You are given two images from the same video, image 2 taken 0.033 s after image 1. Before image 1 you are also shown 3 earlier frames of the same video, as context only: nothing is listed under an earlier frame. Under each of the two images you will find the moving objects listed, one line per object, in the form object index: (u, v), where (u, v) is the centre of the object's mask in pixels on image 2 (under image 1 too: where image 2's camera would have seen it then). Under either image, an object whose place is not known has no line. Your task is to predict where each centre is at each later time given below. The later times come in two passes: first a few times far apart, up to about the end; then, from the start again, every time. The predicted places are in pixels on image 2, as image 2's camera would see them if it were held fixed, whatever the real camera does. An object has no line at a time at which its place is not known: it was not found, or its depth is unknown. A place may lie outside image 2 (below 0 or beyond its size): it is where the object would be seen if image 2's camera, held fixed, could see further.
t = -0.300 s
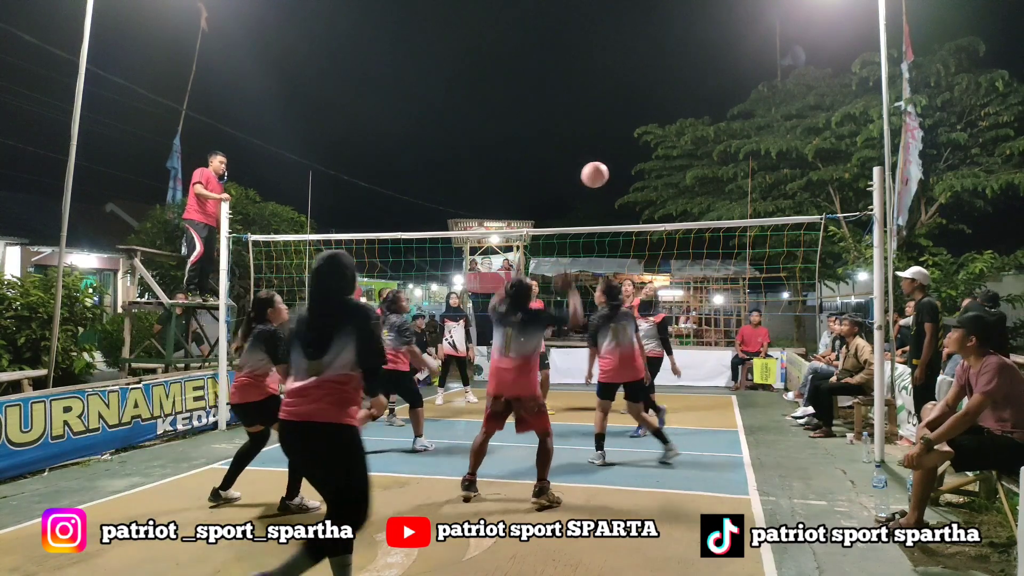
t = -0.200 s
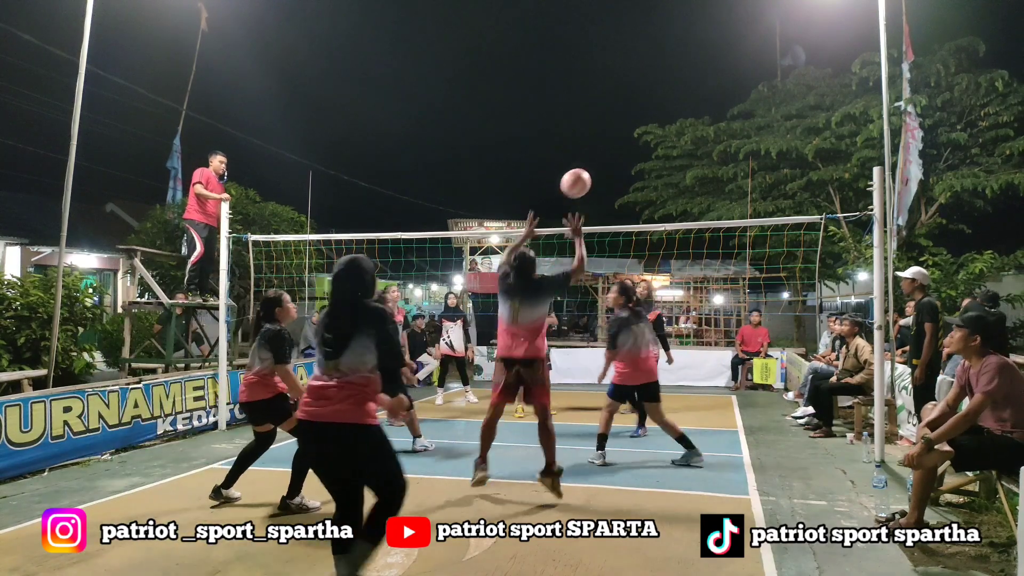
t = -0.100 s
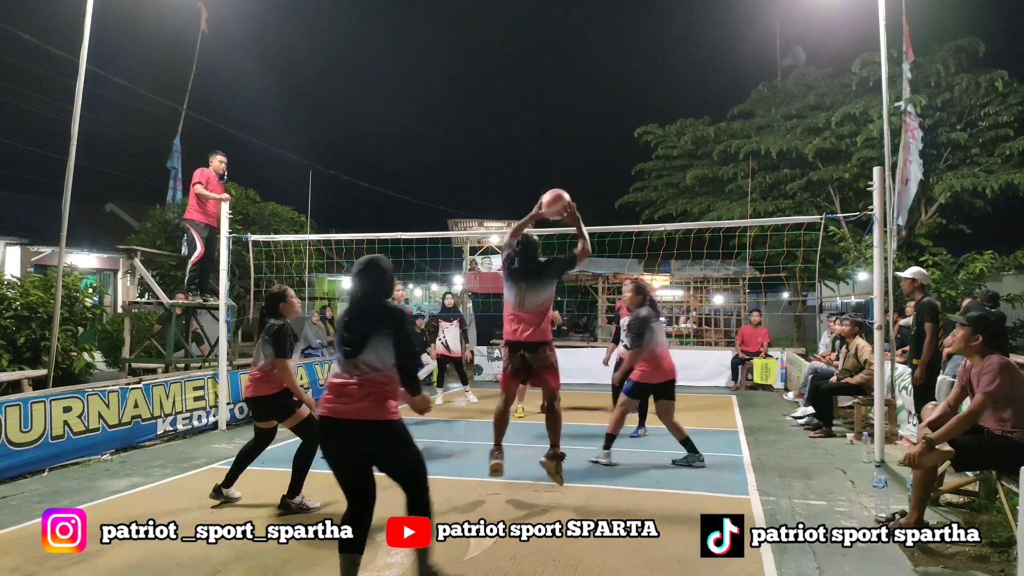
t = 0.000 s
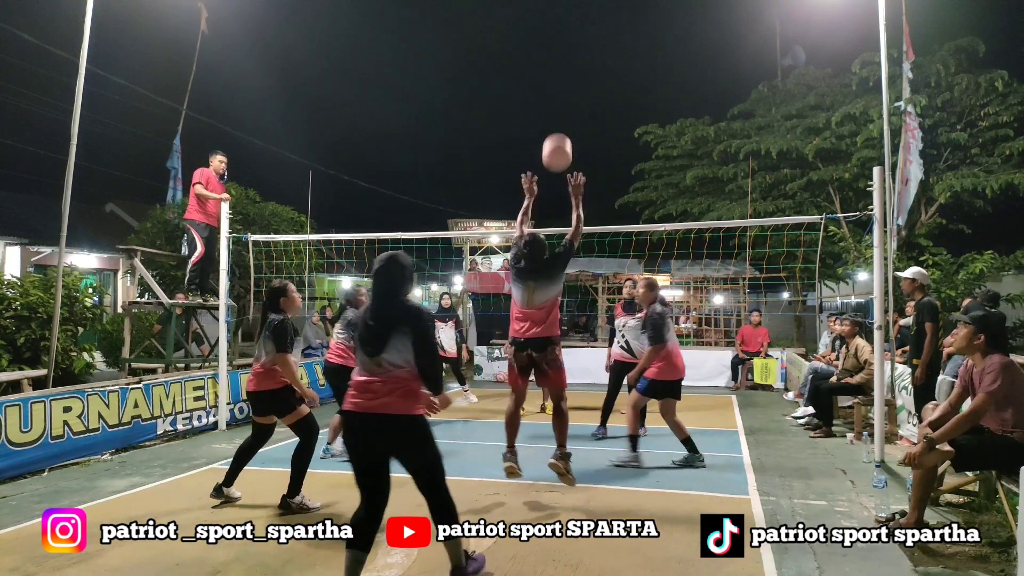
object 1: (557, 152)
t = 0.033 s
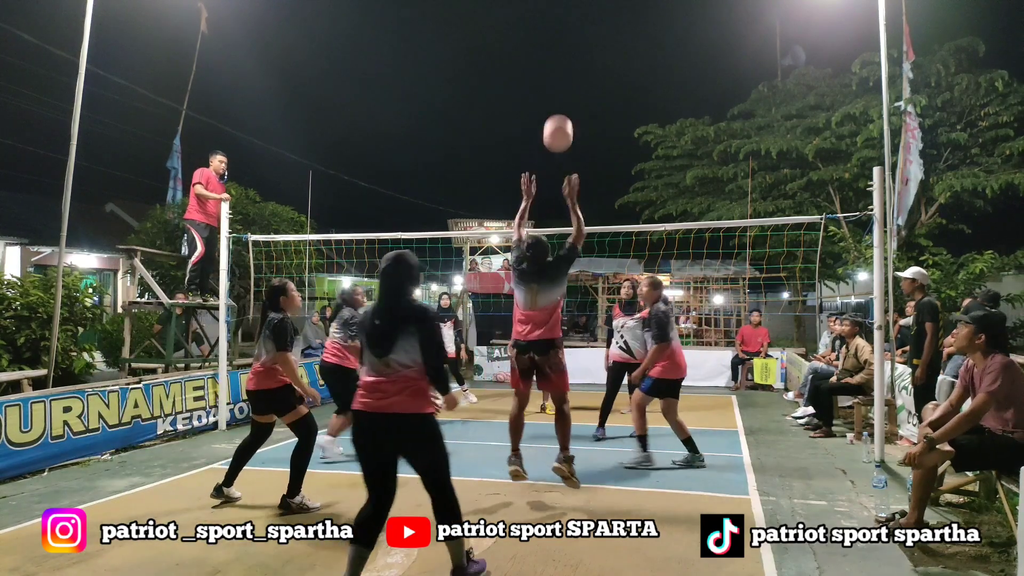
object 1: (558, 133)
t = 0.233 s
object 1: (561, 55)
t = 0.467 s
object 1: (561, 34)
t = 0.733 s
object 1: (562, 87)
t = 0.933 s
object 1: (564, 171)
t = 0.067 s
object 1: (559, 116)
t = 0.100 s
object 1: (560, 100)
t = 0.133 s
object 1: (560, 87)
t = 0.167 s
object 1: (561, 75)
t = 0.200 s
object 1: (561, 64)
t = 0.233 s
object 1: (561, 55)
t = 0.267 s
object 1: (561, 48)
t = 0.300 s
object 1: (561, 42)
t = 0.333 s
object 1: (561, 38)
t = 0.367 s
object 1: (561, 35)
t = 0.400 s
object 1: (561, 33)
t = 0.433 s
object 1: (561, 33)
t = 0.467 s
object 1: (561, 34)
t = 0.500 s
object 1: (561, 36)
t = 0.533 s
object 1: (561, 40)
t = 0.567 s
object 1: (561, 45)
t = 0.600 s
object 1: (561, 51)
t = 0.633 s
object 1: (561, 58)
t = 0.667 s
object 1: (561, 67)
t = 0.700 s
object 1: (561, 76)
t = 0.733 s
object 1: (562, 87)
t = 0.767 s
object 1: (562, 98)
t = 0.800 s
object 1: (562, 111)
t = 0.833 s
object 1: (563, 124)
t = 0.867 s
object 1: (563, 139)
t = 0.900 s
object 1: (563, 155)
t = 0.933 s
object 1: (564, 171)
